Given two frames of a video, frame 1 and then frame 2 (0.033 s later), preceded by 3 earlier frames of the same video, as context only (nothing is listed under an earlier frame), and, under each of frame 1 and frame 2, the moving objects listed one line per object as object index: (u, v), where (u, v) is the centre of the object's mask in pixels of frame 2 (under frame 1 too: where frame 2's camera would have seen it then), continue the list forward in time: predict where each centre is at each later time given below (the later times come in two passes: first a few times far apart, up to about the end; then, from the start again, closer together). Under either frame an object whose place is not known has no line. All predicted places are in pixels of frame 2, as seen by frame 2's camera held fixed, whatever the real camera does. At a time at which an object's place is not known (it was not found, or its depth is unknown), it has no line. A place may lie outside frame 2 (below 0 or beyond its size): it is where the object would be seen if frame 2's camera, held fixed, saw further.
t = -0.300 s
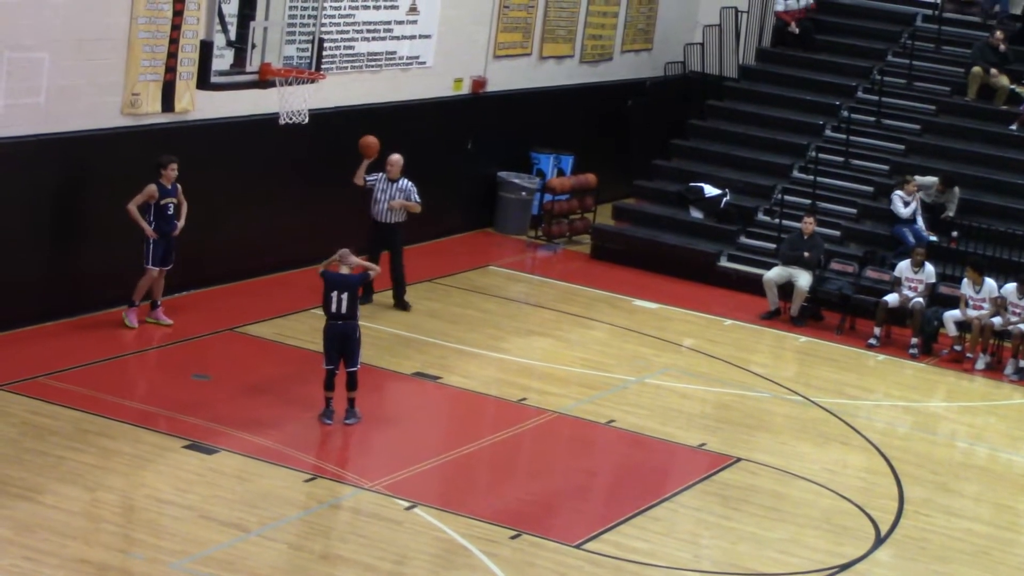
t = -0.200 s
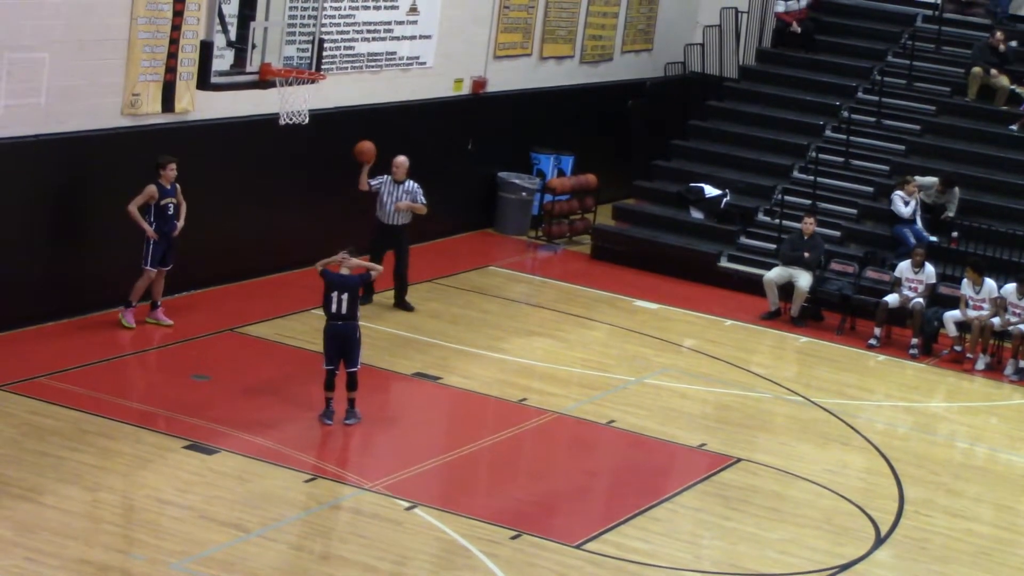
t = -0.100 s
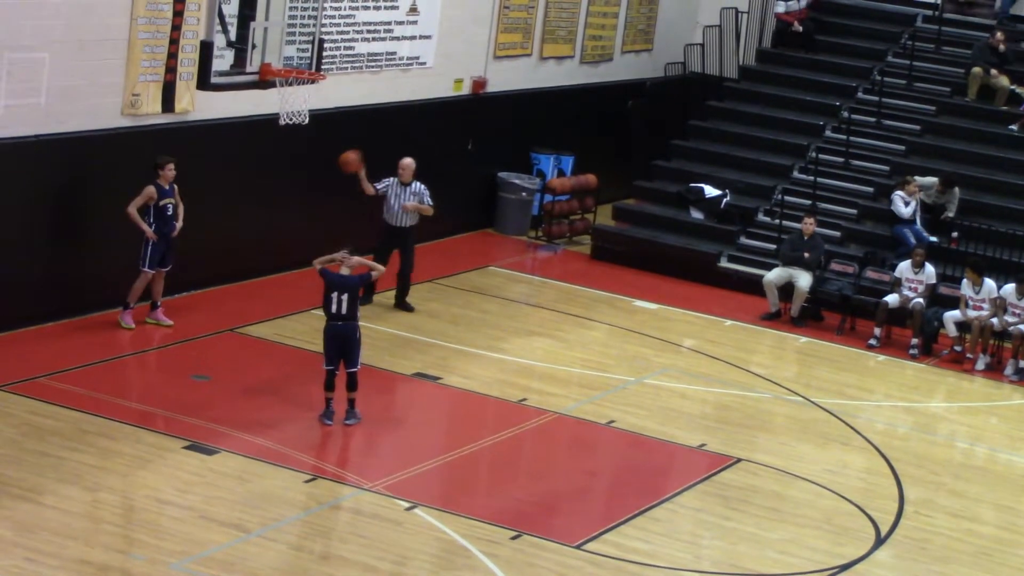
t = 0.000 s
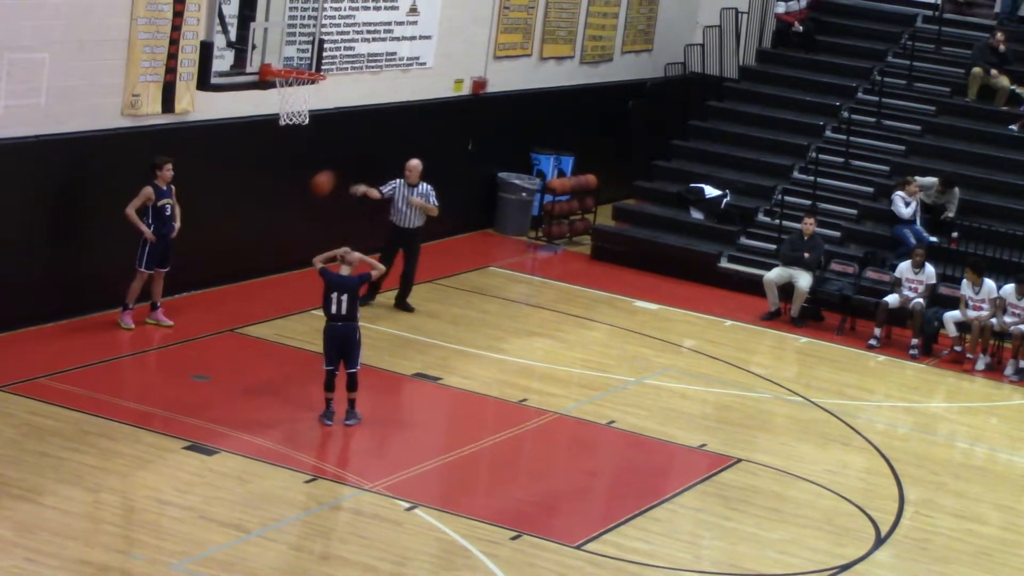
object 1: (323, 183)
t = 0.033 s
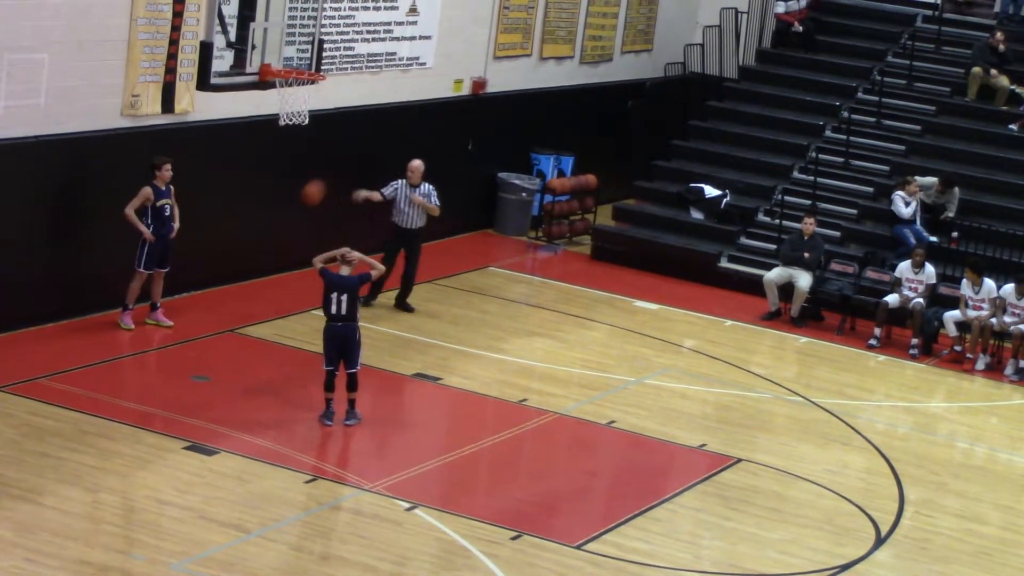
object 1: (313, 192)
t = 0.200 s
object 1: (264, 255)
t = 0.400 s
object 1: (220, 276)
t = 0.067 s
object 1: (304, 203)
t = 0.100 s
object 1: (294, 215)
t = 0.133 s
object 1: (285, 226)
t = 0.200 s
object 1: (264, 255)
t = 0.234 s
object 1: (253, 268)
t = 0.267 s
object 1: (242, 285)
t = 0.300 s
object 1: (229, 307)
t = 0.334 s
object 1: (225, 305)
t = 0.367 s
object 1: (222, 289)
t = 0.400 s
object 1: (220, 276)
